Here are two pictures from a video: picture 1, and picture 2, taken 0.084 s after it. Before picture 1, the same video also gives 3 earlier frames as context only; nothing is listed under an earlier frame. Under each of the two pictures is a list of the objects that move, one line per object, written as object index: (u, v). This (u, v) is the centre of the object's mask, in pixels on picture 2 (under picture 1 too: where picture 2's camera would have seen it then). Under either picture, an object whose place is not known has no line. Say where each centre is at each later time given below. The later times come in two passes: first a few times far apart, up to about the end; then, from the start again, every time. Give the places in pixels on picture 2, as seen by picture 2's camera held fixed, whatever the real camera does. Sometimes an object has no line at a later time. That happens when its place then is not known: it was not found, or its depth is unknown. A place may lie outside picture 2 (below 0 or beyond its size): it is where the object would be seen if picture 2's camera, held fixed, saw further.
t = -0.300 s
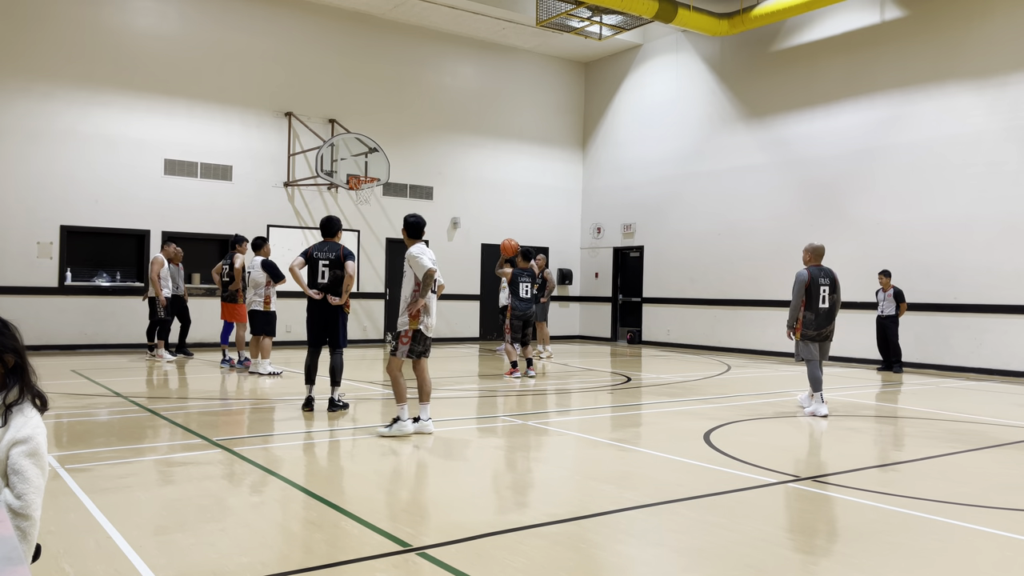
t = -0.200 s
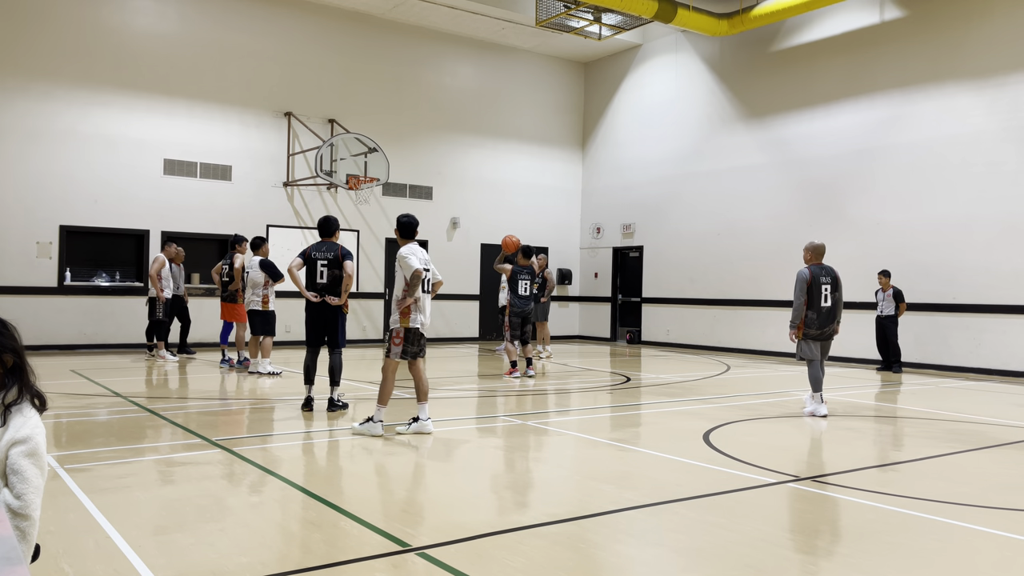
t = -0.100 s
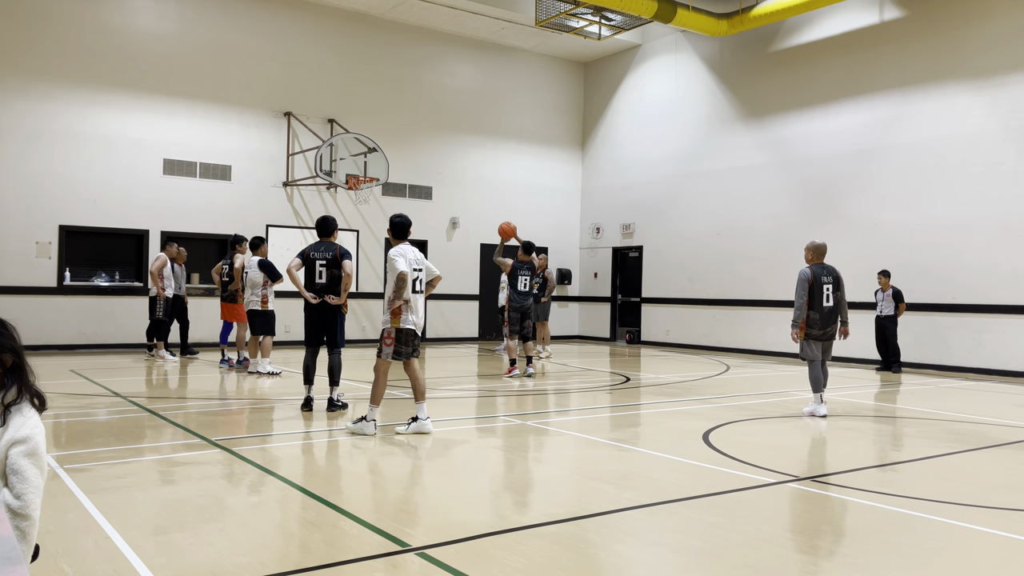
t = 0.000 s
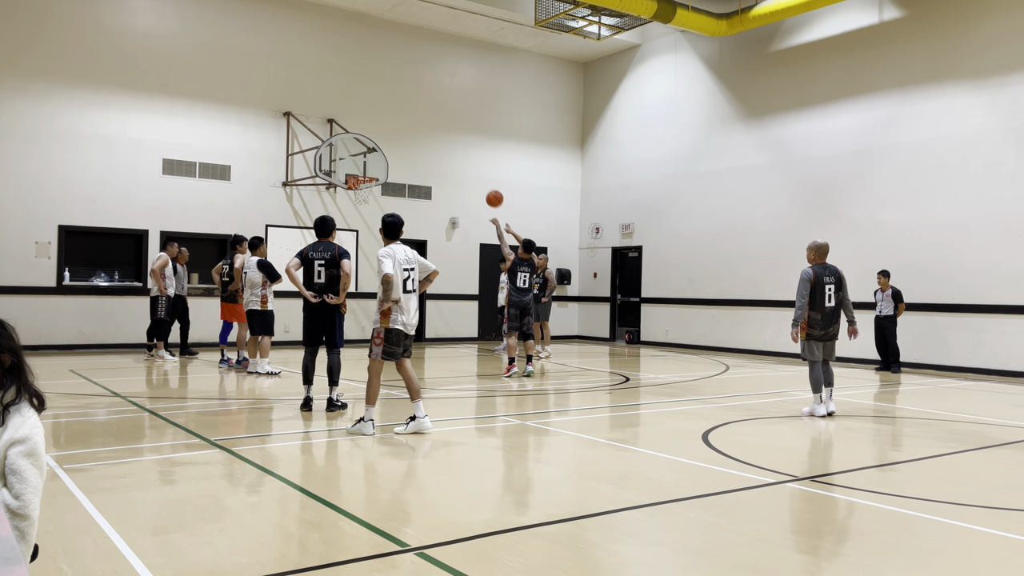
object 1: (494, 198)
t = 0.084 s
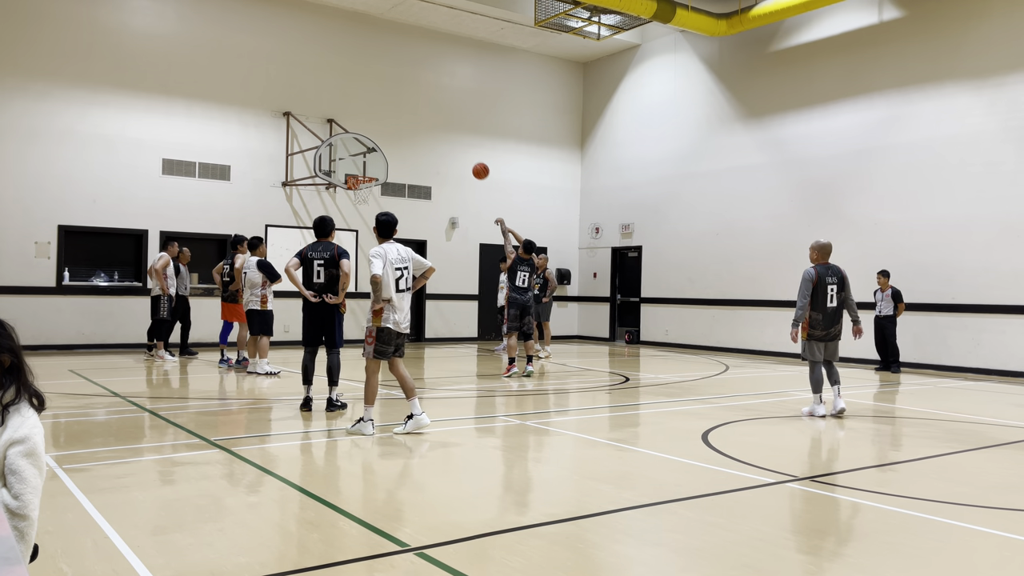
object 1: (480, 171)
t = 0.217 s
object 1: (460, 139)
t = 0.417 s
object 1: (432, 118)
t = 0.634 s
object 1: (405, 124)
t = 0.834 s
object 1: (382, 153)
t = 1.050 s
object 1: (358, 171)
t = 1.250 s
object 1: (339, 159)
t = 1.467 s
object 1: (324, 162)
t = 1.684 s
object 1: (308, 193)
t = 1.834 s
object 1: (297, 231)
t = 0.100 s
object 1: (478, 166)
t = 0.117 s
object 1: (475, 162)
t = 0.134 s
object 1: (473, 157)
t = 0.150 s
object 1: (470, 153)
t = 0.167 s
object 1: (467, 149)
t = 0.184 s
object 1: (465, 146)
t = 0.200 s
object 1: (462, 142)
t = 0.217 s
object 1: (460, 139)
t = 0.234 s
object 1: (457, 136)
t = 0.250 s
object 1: (455, 134)
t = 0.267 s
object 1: (452, 131)
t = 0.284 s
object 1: (450, 129)
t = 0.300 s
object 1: (448, 127)
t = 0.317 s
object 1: (446, 125)
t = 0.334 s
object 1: (443, 123)
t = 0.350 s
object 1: (441, 122)
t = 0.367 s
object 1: (438, 120)
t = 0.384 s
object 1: (436, 119)
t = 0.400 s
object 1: (434, 118)
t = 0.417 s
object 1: (432, 118)
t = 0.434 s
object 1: (430, 117)
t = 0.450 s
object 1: (427, 117)
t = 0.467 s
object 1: (425, 117)
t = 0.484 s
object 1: (423, 117)
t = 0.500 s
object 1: (421, 117)
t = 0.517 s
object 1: (419, 117)
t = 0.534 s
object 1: (417, 118)
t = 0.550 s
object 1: (414, 118)
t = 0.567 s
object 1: (413, 119)
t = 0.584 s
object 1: (410, 120)
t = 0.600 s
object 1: (409, 121)
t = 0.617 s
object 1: (406, 123)
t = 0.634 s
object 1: (405, 124)
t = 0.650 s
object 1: (403, 126)
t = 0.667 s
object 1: (401, 128)
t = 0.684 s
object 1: (399, 129)
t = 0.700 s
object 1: (397, 132)
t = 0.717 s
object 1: (395, 134)
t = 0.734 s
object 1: (393, 136)
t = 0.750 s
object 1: (391, 139)
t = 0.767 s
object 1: (389, 141)
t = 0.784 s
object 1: (387, 144)
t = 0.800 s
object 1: (386, 147)
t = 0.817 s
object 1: (384, 150)
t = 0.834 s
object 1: (382, 153)
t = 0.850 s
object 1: (380, 157)
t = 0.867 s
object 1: (378, 160)
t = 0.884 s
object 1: (377, 164)
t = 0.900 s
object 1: (375, 168)
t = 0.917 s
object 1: (373, 171)
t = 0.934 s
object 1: (372, 172)
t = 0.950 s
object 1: (370, 172)
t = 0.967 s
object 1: (368, 172)
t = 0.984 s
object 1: (365, 172)
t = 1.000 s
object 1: (364, 172)
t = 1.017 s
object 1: (361, 172)
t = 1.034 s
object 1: (360, 171)
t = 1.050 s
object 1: (358, 171)
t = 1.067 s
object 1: (356, 169)
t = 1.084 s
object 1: (355, 168)
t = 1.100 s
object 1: (353, 166)
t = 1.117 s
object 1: (351, 165)
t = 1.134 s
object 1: (350, 163)
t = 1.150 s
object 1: (348, 162)
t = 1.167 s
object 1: (346, 162)
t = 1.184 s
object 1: (345, 161)
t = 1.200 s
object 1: (343, 160)
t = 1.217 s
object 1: (341, 160)
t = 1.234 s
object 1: (340, 160)
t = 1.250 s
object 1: (339, 159)
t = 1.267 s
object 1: (337, 158)
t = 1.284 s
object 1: (336, 158)
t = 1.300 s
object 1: (335, 157)
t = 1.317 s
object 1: (334, 157)
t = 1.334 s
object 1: (333, 157)
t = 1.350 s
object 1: (332, 157)
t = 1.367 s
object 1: (331, 157)
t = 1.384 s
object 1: (330, 158)
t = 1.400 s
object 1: (329, 158)
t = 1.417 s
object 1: (328, 159)
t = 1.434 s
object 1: (326, 160)
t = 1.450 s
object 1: (325, 161)
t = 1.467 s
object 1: (324, 162)
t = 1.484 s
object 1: (322, 164)
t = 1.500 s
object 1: (322, 165)
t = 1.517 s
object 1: (320, 167)
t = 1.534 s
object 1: (319, 169)
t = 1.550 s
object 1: (318, 171)
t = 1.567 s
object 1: (317, 173)
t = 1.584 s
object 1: (316, 176)
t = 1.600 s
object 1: (314, 178)
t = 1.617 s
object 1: (313, 181)
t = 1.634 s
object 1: (312, 184)
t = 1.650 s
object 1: (311, 187)
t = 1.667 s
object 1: (310, 190)
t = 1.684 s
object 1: (308, 193)
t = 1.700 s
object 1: (307, 197)
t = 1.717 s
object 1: (306, 201)
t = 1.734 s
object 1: (305, 204)
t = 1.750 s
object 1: (303, 209)
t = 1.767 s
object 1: (302, 213)
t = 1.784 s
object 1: (301, 217)
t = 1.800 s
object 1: (300, 222)
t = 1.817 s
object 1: (298, 226)
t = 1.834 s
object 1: (297, 231)
